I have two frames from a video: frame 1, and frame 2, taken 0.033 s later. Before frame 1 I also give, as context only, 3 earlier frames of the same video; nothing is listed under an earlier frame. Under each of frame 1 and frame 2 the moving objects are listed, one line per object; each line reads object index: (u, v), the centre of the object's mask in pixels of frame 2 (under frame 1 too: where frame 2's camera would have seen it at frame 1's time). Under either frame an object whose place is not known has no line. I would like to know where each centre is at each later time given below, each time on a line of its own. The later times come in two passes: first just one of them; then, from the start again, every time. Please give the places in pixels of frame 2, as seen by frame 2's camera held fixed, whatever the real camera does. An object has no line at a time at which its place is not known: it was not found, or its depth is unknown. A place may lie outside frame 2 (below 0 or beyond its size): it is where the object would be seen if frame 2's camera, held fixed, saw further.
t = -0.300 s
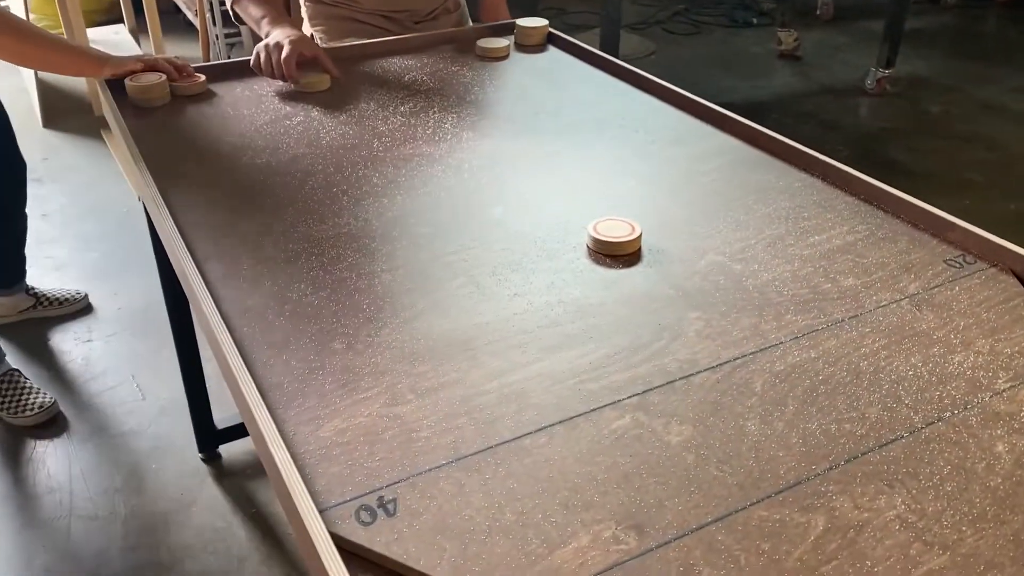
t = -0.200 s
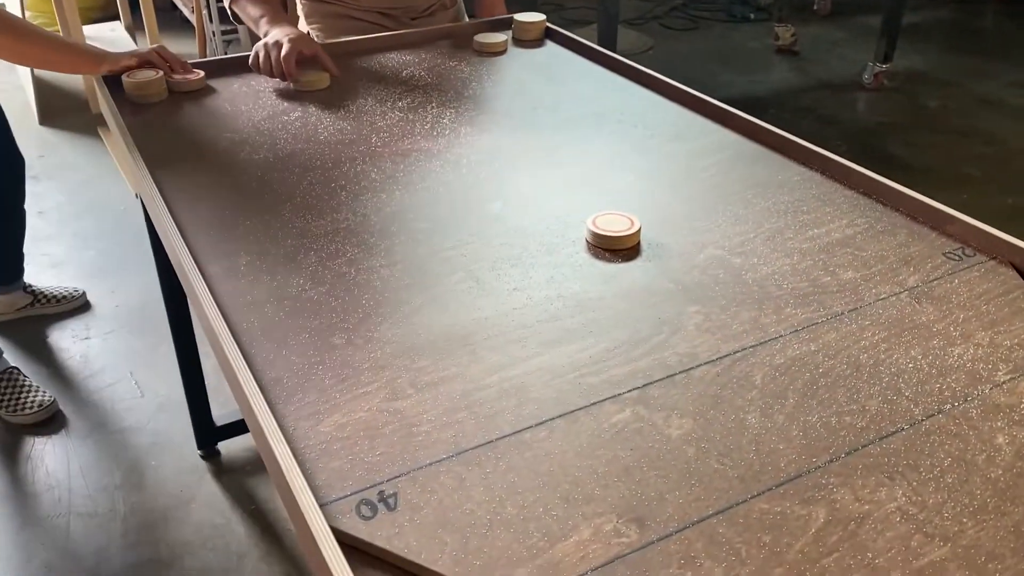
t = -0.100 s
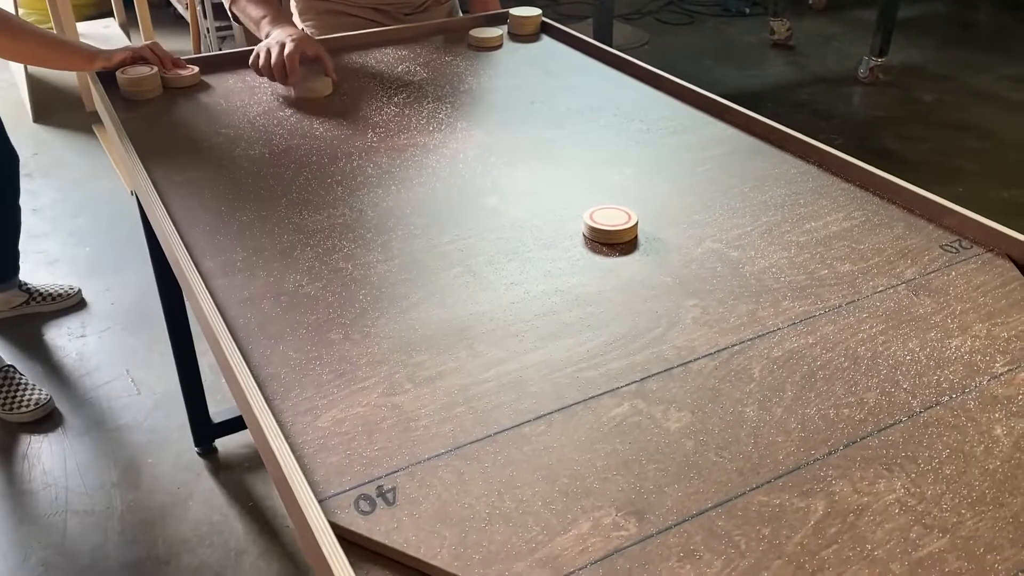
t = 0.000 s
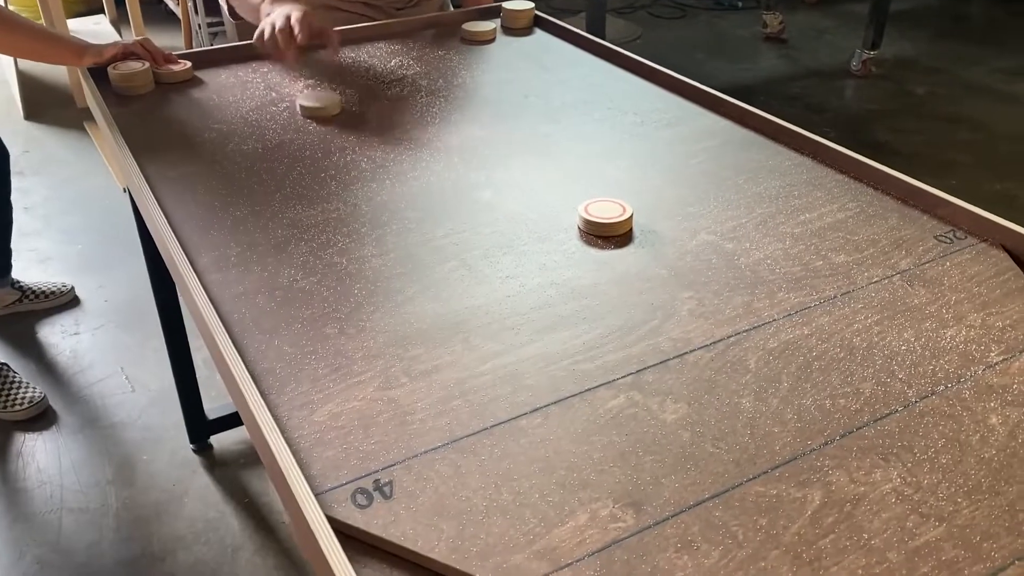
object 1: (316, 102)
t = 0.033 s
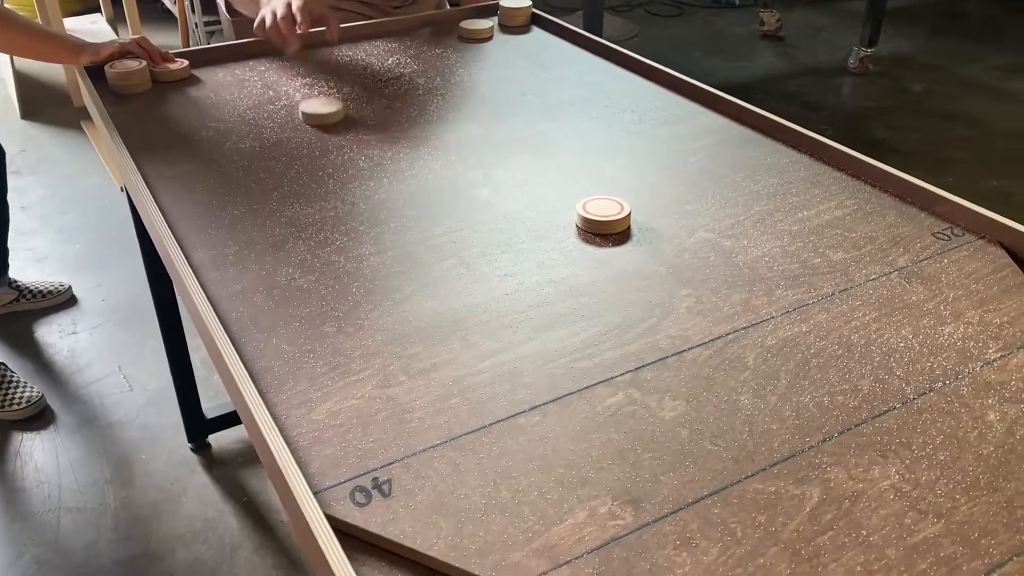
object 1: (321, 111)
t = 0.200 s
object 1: (350, 157)
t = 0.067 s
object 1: (326, 119)
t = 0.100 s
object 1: (332, 128)
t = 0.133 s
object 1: (339, 137)
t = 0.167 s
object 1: (344, 147)
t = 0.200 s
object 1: (350, 157)
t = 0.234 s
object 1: (357, 167)
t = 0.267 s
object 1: (365, 178)
